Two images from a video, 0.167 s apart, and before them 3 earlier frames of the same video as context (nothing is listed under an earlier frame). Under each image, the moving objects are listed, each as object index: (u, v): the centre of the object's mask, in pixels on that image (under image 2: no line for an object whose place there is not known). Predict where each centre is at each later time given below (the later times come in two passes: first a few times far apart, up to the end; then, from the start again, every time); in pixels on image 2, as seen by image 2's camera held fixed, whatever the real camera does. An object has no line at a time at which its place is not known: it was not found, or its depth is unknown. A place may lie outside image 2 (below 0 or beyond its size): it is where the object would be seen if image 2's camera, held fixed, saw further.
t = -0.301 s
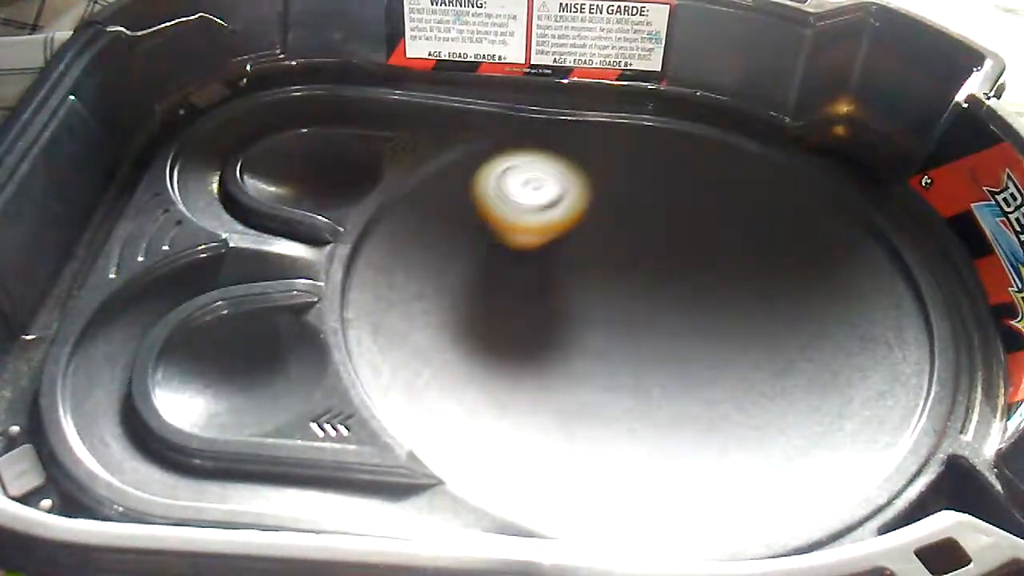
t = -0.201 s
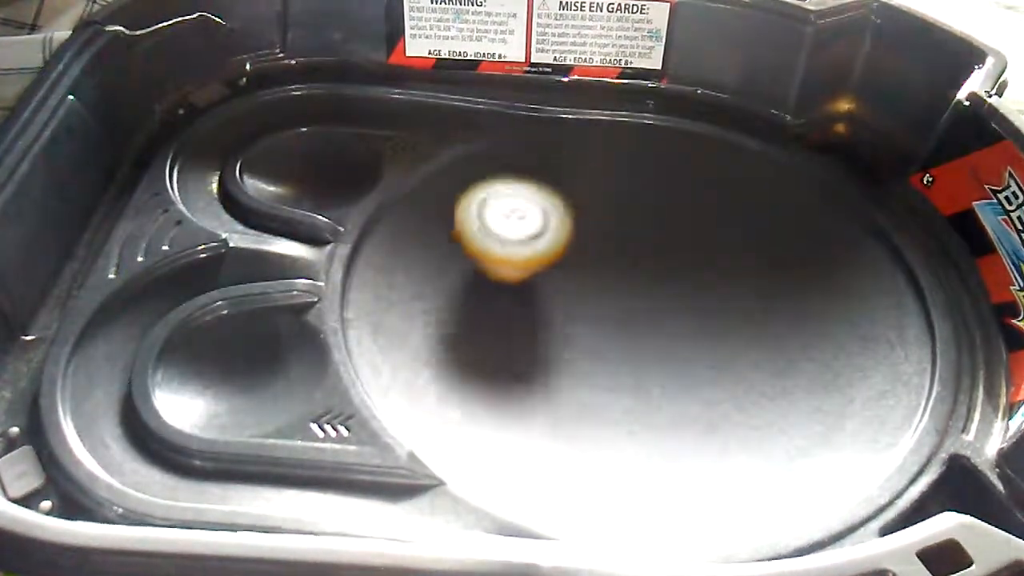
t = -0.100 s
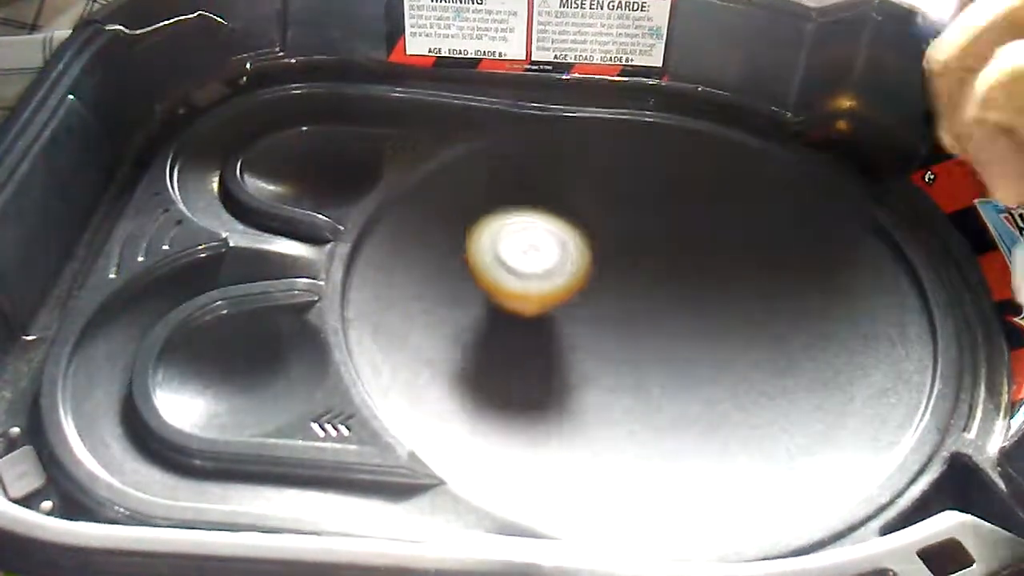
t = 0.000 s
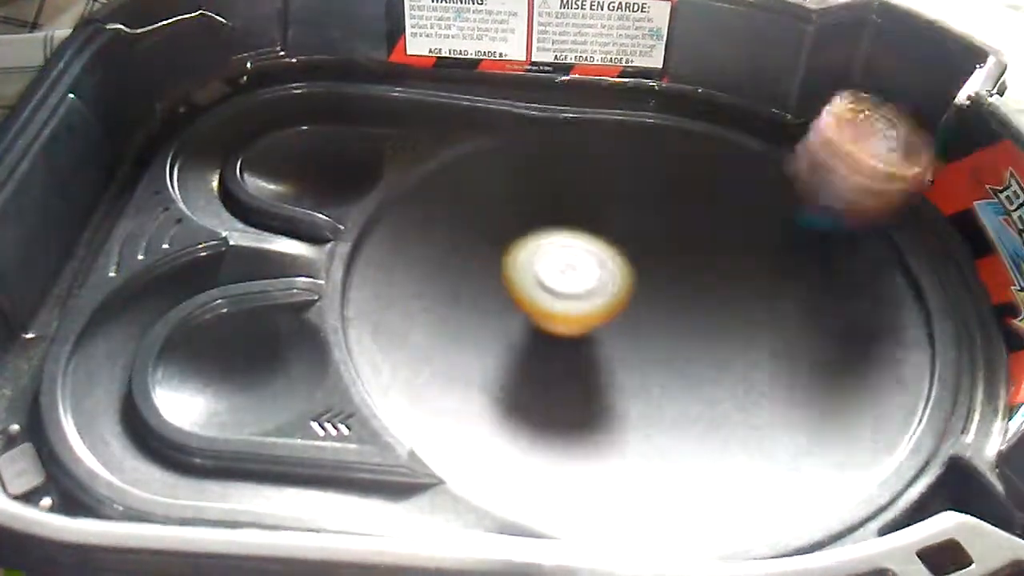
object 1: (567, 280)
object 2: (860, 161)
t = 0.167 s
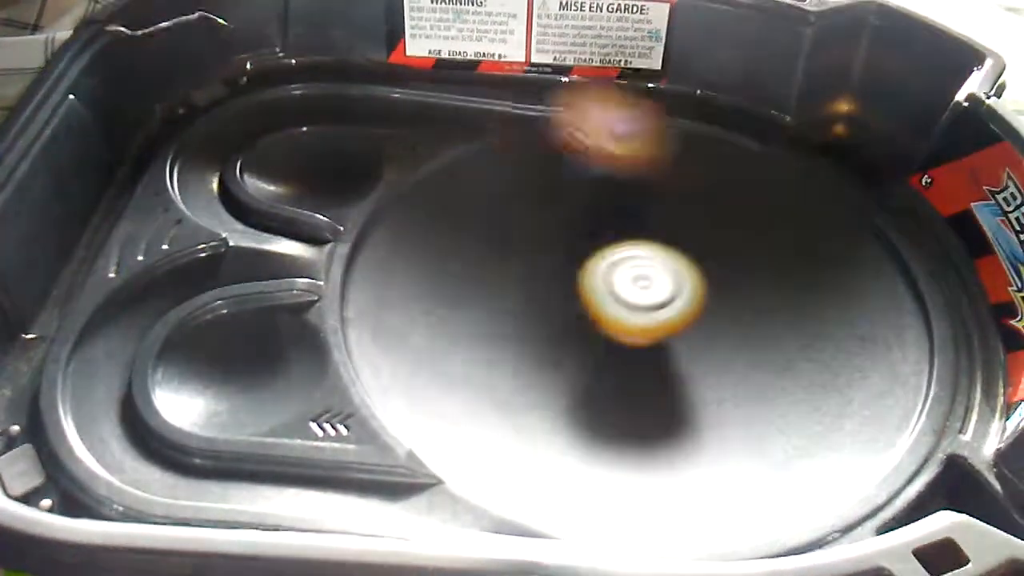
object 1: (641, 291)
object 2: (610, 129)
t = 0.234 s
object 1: (663, 286)
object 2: (508, 132)
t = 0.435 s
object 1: (697, 246)
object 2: (429, 262)
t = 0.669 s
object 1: (625, 224)
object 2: (653, 318)
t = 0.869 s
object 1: (589, 270)
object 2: (820, 220)
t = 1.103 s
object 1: (637, 338)
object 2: (747, 151)
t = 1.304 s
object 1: (714, 331)
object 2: (536, 132)
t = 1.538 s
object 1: (693, 292)
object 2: (442, 270)
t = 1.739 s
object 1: (632, 299)
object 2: (787, 419)
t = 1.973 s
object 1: (605, 340)
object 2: (885, 234)
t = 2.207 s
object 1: (635, 351)
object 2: (552, 95)
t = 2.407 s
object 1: (627, 326)
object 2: (305, 120)
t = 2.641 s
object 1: (562, 313)
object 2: (358, 127)
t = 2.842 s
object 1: (534, 324)
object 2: (257, 106)
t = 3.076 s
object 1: (550, 337)
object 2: (467, 140)
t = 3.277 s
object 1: (573, 319)
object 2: (671, 229)
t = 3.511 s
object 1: (551, 288)
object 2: (697, 313)
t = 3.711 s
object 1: (524, 275)
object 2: (690, 334)
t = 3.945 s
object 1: (522, 284)
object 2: (664, 331)
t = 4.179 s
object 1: (512, 269)
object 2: (691, 359)
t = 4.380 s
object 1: (516, 271)
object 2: (664, 313)
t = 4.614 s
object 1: (492, 255)
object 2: (645, 343)
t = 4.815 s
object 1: (502, 265)
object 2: (663, 333)
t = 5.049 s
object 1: (509, 244)
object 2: (667, 337)
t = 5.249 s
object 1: (516, 245)
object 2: (669, 315)
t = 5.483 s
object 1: (529, 234)
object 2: (619, 332)
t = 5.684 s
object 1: (543, 231)
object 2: (656, 351)
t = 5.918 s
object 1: (571, 221)
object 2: (637, 321)
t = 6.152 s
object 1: (557, 196)
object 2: (641, 361)
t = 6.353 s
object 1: (554, 213)
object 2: (640, 333)
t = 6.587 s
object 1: (586, 205)
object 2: (599, 393)
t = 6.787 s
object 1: (603, 207)
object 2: (723, 407)
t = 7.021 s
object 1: (627, 197)
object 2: (611, 330)
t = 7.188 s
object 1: (621, 189)
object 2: (561, 416)
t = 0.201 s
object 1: (651, 289)
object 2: (561, 134)
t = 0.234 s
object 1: (663, 286)
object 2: (508, 132)
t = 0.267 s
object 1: (676, 282)
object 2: (470, 127)
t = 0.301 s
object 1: (685, 276)
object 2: (454, 155)
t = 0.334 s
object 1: (691, 268)
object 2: (441, 185)
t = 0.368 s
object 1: (696, 260)
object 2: (432, 212)
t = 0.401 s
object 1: (699, 252)
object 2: (426, 238)
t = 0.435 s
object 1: (697, 246)
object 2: (429, 262)
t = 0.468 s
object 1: (691, 239)
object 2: (441, 283)
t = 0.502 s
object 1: (681, 233)
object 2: (465, 301)
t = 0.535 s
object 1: (671, 230)
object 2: (496, 314)
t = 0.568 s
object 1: (660, 227)
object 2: (535, 324)
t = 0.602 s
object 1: (649, 225)
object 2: (574, 326)
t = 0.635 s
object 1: (638, 223)
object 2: (616, 325)
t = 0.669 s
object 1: (625, 224)
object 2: (653, 318)
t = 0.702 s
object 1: (611, 232)
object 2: (691, 307)
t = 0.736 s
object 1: (602, 239)
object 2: (732, 288)
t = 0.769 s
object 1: (595, 245)
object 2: (761, 271)
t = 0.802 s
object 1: (590, 251)
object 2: (787, 256)
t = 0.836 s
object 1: (589, 260)
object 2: (807, 229)
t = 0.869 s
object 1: (589, 270)
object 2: (820, 220)
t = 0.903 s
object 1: (590, 280)
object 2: (828, 195)
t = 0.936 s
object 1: (592, 291)
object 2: (829, 183)
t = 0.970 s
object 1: (597, 302)
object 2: (822, 175)
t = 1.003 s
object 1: (604, 312)
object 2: (811, 165)
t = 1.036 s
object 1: (612, 322)
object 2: (796, 158)
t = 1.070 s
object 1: (623, 331)
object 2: (774, 152)
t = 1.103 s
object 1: (637, 338)
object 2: (747, 151)
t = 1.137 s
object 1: (654, 343)
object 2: (717, 148)
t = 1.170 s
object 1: (670, 346)
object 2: (685, 147)
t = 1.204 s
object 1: (686, 345)
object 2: (651, 148)
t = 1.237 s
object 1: (699, 341)
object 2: (614, 144)
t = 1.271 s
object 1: (708, 337)
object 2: (575, 139)
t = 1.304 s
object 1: (714, 331)
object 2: (536, 132)
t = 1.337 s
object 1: (717, 325)
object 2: (503, 129)
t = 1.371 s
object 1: (718, 319)
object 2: (469, 129)
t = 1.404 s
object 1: (717, 312)
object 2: (443, 142)
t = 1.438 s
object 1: (714, 306)
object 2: (427, 165)
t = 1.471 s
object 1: (708, 301)
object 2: (422, 193)
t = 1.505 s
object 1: (701, 296)
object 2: (423, 231)
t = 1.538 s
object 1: (693, 292)
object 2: (442, 270)
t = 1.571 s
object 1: (684, 289)
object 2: (475, 313)
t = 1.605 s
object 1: (675, 288)
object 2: (525, 351)
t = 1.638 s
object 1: (664, 287)
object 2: (586, 383)
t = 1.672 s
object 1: (654, 287)
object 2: (648, 403)
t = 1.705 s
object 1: (642, 294)
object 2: (715, 417)
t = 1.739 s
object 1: (632, 299)
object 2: (787, 419)
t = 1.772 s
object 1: (624, 303)
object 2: (854, 424)
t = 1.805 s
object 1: (615, 310)
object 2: (907, 400)
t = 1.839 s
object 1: (606, 315)
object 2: (919, 357)
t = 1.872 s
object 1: (603, 321)
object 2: (919, 339)
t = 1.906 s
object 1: (602, 327)
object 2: (913, 308)
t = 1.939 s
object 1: (602, 333)
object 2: (902, 273)
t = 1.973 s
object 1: (605, 340)
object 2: (885, 234)
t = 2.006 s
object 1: (608, 344)
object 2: (863, 194)
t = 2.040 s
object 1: (612, 348)
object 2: (839, 155)
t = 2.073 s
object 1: (617, 351)
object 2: (797, 130)
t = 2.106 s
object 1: (622, 353)
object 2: (736, 113)
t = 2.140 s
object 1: (627, 354)
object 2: (682, 101)
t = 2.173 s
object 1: (631, 353)
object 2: (616, 94)
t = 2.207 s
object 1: (635, 351)
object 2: (552, 95)
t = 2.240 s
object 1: (638, 348)
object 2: (491, 97)
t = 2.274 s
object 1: (639, 344)
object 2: (453, 88)
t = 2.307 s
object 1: (639, 339)
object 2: (411, 88)
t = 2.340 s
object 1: (636, 336)
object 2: (373, 98)
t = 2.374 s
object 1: (632, 330)
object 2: (343, 106)
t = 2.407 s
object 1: (627, 326)
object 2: (305, 120)
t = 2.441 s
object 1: (620, 323)
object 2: (267, 131)
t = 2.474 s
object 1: (611, 319)
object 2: (246, 133)
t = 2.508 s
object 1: (602, 316)
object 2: (264, 132)
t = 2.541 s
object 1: (594, 315)
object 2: (287, 153)
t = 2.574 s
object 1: (584, 315)
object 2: (317, 151)
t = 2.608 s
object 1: (573, 314)
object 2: (340, 142)
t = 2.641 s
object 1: (562, 313)
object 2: (358, 127)
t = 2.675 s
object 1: (552, 312)
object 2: (360, 112)
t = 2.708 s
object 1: (545, 313)
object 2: (350, 96)
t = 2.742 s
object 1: (540, 315)
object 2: (328, 83)
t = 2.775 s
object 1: (537, 319)
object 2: (302, 81)
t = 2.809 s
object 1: (534, 322)
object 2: (272, 88)
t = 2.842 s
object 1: (534, 324)
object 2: (257, 106)
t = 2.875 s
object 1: (533, 326)
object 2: (257, 138)
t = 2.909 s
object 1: (534, 327)
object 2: (280, 155)
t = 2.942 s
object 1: (536, 330)
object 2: (321, 153)
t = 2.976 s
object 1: (537, 332)
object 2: (360, 143)
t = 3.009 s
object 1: (540, 334)
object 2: (391, 132)
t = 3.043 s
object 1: (545, 336)
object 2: (426, 130)
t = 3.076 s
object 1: (550, 337)
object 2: (467, 140)
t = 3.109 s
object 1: (555, 336)
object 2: (503, 144)
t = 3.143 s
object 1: (561, 336)
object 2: (542, 158)
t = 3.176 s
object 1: (566, 333)
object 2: (580, 174)
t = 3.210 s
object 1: (570, 330)
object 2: (618, 191)
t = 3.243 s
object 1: (572, 325)
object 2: (645, 209)
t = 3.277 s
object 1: (573, 319)
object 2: (671, 229)
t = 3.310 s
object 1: (573, 314)
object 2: (689, 249)
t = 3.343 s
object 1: (571, 309)
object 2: (700, 267)
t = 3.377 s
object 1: (568, 305)
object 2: (704, 283)
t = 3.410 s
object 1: (565, 301)
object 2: (705, 294)
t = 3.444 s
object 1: (560, 297)
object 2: (704, 302)
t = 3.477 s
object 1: (556, 292)
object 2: (701, 308)
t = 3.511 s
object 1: (551, 288)
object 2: (697, 313)
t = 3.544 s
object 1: (546, 284)
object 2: (694, 317)
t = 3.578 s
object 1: (541, 281)
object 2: (691, 321)
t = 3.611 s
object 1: (536, 278)
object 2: (689, 325)
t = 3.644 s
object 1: (531, 277)
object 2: (689, 329)
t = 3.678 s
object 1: (527, 276)
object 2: (690, 332)
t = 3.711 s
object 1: (524, 275)
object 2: (690, 334)
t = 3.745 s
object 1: (520, 275)
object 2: (691, 336)
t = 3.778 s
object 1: (518, 275)
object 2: (691, 337)
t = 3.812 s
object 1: (517, 276)
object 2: (690, 337)
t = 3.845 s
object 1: (517, 278)
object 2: (687, 336)
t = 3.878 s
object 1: (517, 279)
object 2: (682, 334)
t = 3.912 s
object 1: (519, 282)
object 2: (674, 332)
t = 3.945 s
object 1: (522, 284)
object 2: (664, 331)
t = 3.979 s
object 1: (526, 285)
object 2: (654, 330)
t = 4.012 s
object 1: (524, 281)
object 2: (653, 336)
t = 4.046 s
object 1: (520, 276)
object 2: (660, 344)
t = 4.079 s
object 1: (518, 273)
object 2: (667, 351)
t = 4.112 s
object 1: (516, 271)
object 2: (675, 356)
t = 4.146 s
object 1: (514, 270)
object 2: (683, 359)
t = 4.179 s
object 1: (512, 269)
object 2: (691, 359)
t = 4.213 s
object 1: (511, 268)
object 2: (697, 356)
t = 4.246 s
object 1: (511, 268)
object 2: (700, 350)
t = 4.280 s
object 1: (511, 269)
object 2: (699, 341)
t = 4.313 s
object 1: (512, 269)
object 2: (693, 332)
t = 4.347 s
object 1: (514, 270)
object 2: (681, 322)
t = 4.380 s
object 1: (516, 271)
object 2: (664, 313)
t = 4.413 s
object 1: (517, 270)
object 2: (647, 307)
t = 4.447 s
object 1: (509, 262)
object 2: (642, 311)
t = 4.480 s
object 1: (501, 257)
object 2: (639, 318)
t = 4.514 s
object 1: (497, 255)
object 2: (638, 326)
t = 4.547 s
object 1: (495, 254)
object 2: (639, 333)
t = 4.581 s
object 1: (493, 254)
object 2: (641, 339)
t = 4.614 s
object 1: (492, 255)
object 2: (645, 343)
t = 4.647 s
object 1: (492, 256)
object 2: (649, 347)
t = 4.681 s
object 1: (492, 257)
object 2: (656, 348)
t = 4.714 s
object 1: (493, 258)
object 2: (660, 347)
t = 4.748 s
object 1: (494, 260)
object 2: (663, 344)
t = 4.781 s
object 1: (497, 262)
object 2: (664, 339)
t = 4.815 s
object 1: (502, 265)
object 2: (663, 333)
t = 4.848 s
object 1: (508, 267)
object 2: (658, 327)
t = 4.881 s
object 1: (515, 268)
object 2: (648, 320)
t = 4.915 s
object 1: (519, 267)
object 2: (640, 318)
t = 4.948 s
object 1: (514, 257)
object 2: (647, 324)
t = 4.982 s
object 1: (511, 251)
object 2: (653, 330)
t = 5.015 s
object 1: (509, 247)
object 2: (660, 335)
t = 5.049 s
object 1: (509, 244)
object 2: (667, 337)
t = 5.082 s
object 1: (509, 243)
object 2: (673, 337)
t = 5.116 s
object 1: (510, 243)
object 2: (677, 336)
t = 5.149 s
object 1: (511, 243)
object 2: (680, 332)
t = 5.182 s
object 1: (512, 244)
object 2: (681, 327)
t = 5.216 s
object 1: (514, 245)
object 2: (677, 321)
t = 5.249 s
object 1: (516, 245)
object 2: (669, 315)
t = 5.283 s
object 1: (519, 246)
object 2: (659, 310)
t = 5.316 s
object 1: (522, 247)
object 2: (646, 306)
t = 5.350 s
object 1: (526, 247)
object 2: (634, 304)
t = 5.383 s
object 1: (526, 242)
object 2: (628, 310)
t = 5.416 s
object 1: (526, 238)
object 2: (624, 318)
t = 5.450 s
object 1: (528, 236)
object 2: (620, 324)
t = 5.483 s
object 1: (529, 234)
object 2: (619, 332)
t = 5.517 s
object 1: (531, 232)
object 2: (622, 339)
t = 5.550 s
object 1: (533, 231)
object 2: (627, 346)
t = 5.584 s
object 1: (535, 230)
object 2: (633, 351)
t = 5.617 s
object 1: (537, 230)
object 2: (641, 354)
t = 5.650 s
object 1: (540, 230)
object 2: (649, 354)
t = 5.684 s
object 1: (543, 231)
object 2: (656, 351)
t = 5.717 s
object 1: (547, 232)
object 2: (661, 347)
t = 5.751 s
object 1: (551, 232)
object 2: (664, 341)
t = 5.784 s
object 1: (556, 233)
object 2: (664, 332)
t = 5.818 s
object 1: (561, 234)
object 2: (660, 323)
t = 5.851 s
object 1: (566, 235)
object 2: (651, 314)
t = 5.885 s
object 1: (571, 231)
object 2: (641, 312)
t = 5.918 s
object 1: (571, 221)
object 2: (637, 321)
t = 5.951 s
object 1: (570, 214)
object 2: (633, 329)
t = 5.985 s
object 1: (569, 208)
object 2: (630, 337)
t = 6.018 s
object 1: (567, 203)
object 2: (629, 345)
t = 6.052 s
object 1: (564, 200)
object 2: (630, 352)
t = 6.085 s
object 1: (562, 198)
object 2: (633, 356)
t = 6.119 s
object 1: (559, 196)
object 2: (637, 359)
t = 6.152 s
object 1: (557, 196)
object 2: (641, 361)
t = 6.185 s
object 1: (555, 196)
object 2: (644, 360)
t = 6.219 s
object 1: (553, 197)
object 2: (647, 358)
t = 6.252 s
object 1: (552, 200)
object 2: (648, 354)
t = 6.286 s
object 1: (552, 203)
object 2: (647, 349)
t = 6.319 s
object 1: (553, 208)
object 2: (645, 342)
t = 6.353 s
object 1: (554, 213)
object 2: (640, 333)
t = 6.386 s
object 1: (557, 218)
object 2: (632, 326)
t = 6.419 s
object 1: (561, 223)
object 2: (620, 317)
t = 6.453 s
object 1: (566, 225)
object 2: (606, 315)
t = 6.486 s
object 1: (572, 217)
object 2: (595, 332)
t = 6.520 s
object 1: (577, 210)
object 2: (590, 351)
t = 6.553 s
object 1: (582, 206)
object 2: (591, 374)
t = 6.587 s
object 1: (586, 205)
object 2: (599, 393)
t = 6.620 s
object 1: (589, 203)
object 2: (614, 409)
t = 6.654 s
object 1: (591, 203)
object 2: (635, 422)
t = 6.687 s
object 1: (595, 203)
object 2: (659, 429)
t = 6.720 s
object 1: (597, 204)
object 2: (684, 430)
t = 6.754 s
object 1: (600, 205)
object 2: (707, 422)
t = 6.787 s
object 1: (603, 207)
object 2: (723, 407)
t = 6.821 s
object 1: (607, 209)
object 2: (729, 386)
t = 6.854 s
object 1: (610, 212)
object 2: (723, 366)
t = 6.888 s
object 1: (614, 215)
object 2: (710, 345)
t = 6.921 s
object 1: (618, 220)
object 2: (685, 321)
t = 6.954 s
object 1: (622, 221)
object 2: (658, 309)
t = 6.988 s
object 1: (625, 208)
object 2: (633, 318)
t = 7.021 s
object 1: (627, 197)
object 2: (611, 330)
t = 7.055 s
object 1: (628, 191)
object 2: (592, 345)
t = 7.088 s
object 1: (627, 188)
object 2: (576, 364)
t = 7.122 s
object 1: (625, 187)
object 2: (565, 383)
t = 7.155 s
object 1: (623, 187)
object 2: (561, 401)
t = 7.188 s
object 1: (621, 189)
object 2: (561, 416)
